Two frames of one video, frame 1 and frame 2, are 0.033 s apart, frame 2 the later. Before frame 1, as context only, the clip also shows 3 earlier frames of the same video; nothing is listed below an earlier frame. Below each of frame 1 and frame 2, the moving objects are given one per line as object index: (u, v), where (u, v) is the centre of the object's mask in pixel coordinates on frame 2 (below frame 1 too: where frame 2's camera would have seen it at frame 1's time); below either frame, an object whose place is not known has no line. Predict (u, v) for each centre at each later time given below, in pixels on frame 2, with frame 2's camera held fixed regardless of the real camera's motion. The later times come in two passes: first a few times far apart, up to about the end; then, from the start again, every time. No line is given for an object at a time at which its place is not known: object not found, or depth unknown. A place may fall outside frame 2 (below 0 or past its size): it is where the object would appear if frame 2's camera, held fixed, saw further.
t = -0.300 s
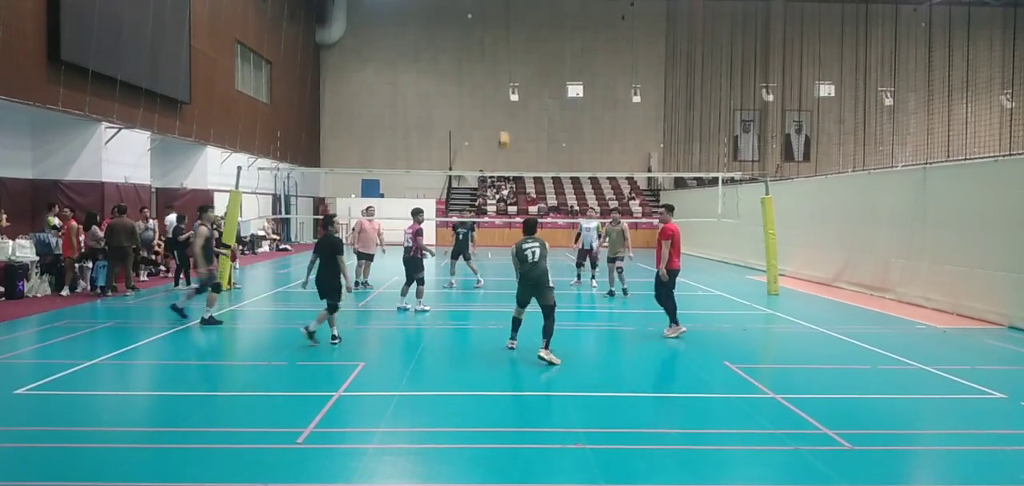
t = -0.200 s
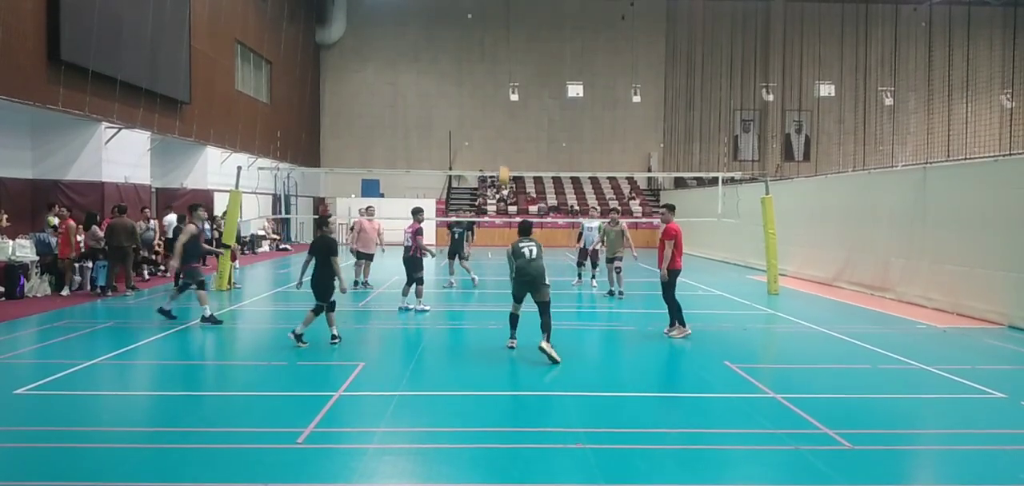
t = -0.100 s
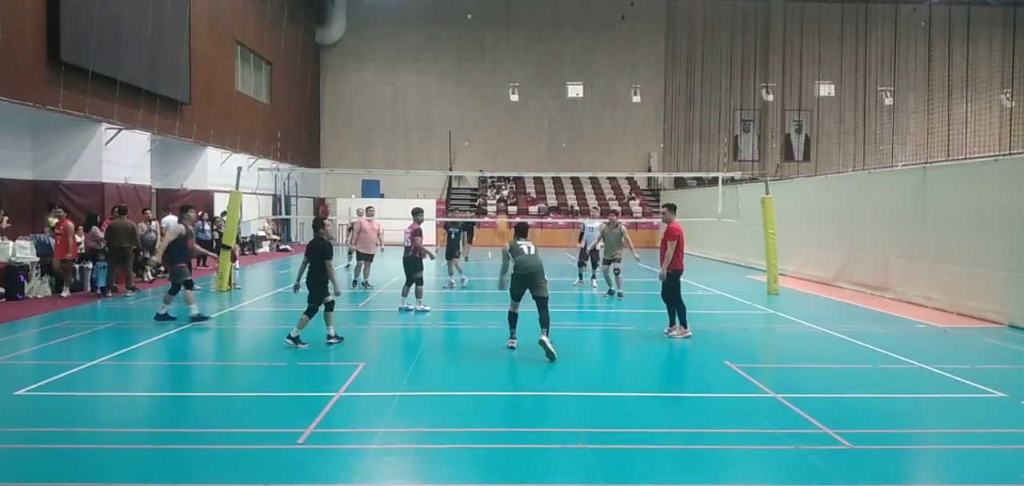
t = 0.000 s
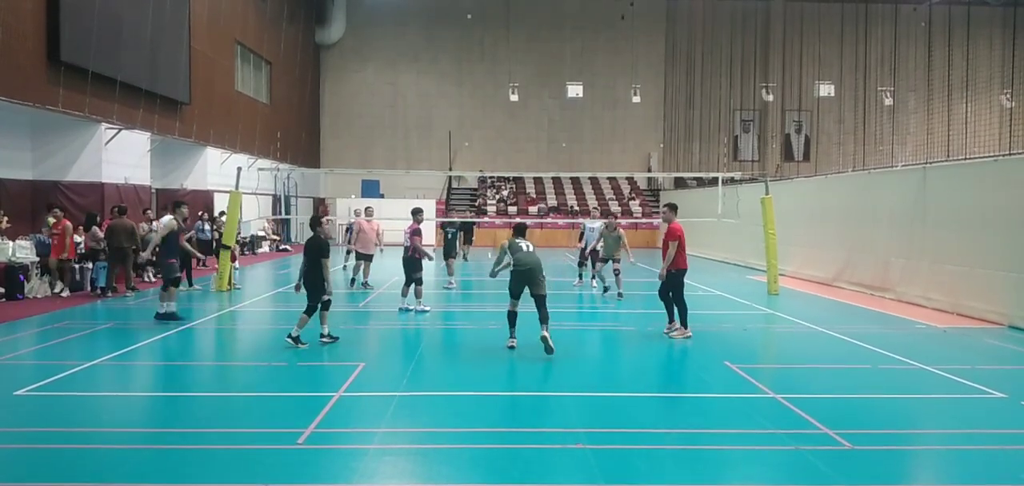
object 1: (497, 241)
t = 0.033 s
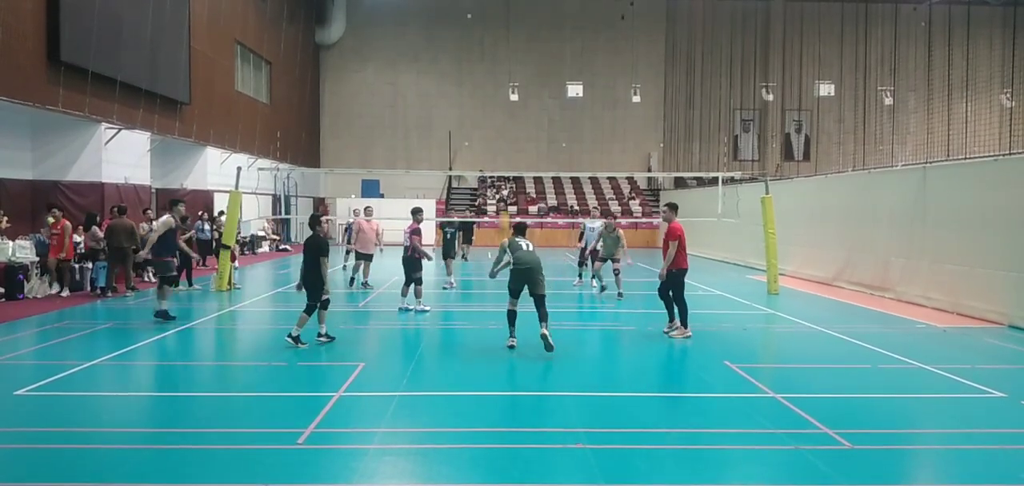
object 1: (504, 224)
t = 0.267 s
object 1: (516, 122)
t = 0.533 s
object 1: (528, 64)
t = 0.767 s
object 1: (534, 56)
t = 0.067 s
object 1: (506, 207)
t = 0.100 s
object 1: (507, 188)
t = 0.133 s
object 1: (508, 171)
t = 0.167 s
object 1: (510, 159)
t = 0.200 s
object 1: (513, 145)
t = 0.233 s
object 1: (514, 132)
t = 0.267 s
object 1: (516, 122)
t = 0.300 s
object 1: (517, 111)
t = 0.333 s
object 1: (520, 101)
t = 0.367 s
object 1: (521, 94)
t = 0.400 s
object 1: (522, 87)
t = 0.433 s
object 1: (523, 79)
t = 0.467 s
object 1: (524, 74)
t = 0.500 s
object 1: (526, 69)
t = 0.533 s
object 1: (528, 64)
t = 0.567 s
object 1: (528, 61)
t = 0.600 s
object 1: (529, 59)
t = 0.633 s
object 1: (530, 56)
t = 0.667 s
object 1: (531, 56)
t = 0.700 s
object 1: (532, 56)
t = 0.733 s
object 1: (533, 55)
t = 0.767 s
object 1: (534, 56)
